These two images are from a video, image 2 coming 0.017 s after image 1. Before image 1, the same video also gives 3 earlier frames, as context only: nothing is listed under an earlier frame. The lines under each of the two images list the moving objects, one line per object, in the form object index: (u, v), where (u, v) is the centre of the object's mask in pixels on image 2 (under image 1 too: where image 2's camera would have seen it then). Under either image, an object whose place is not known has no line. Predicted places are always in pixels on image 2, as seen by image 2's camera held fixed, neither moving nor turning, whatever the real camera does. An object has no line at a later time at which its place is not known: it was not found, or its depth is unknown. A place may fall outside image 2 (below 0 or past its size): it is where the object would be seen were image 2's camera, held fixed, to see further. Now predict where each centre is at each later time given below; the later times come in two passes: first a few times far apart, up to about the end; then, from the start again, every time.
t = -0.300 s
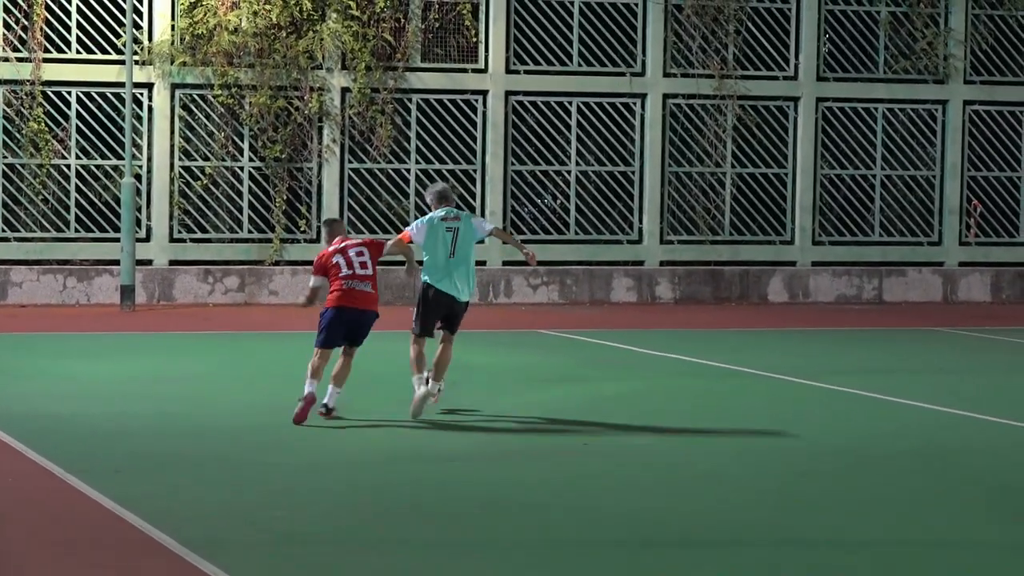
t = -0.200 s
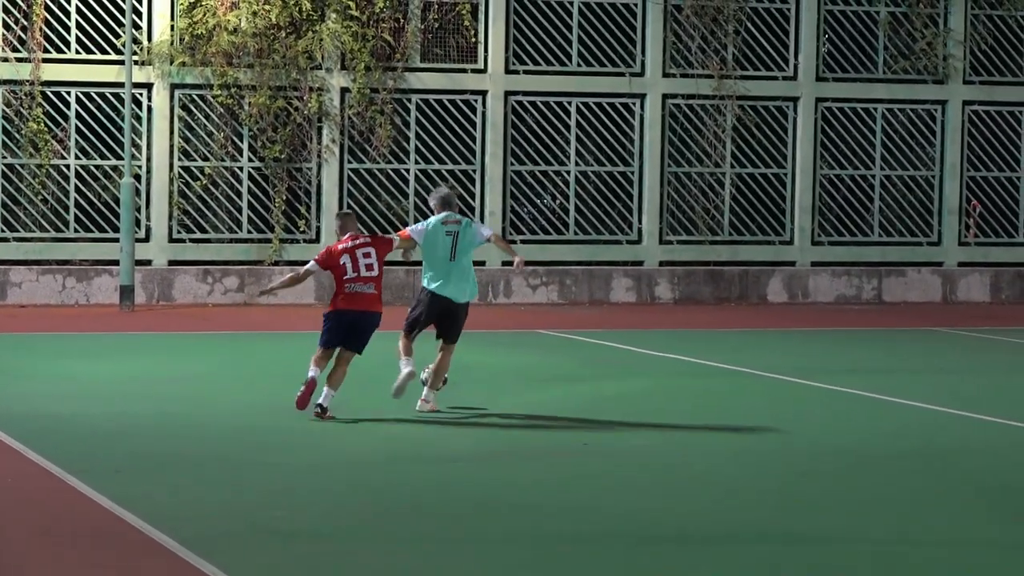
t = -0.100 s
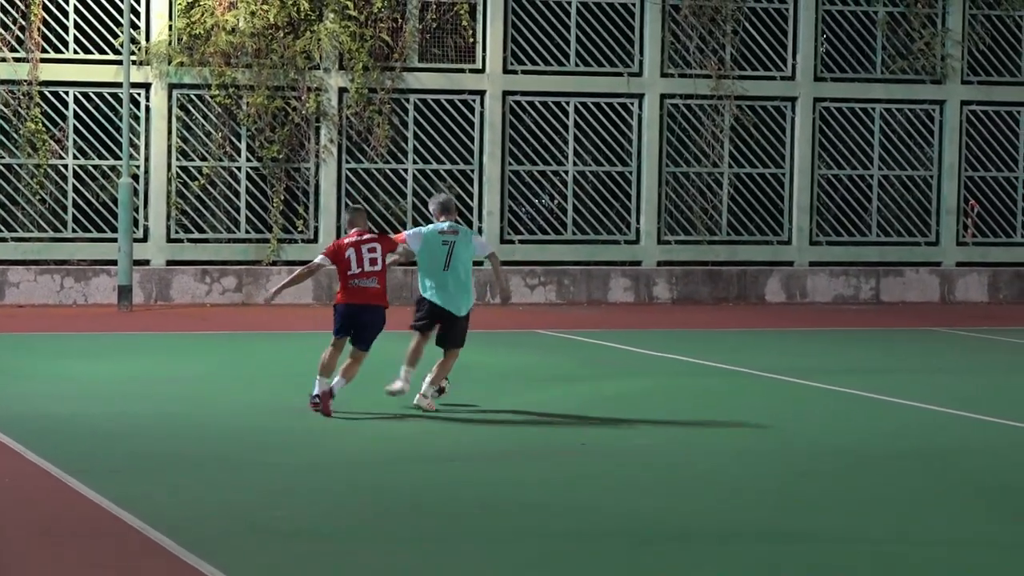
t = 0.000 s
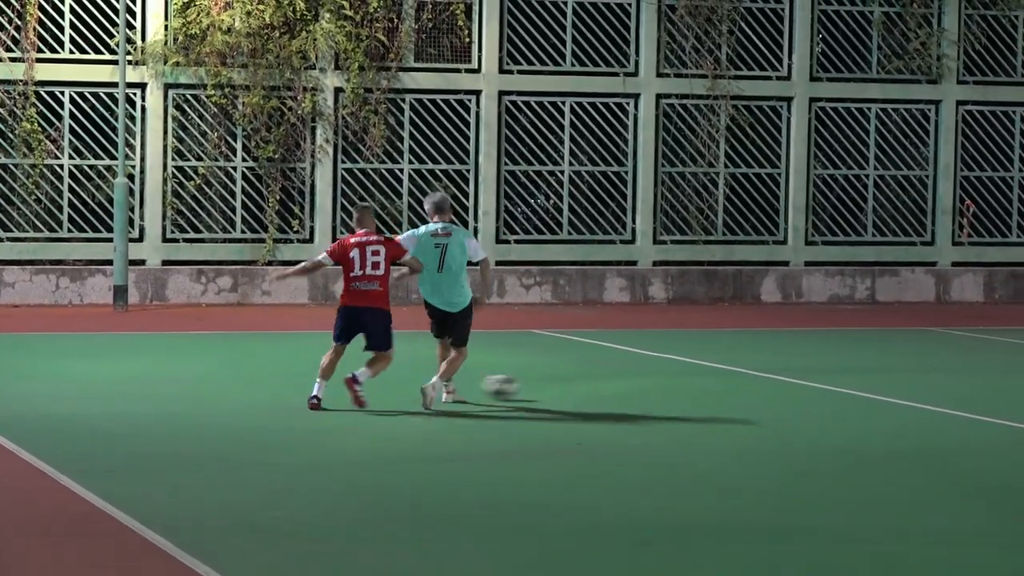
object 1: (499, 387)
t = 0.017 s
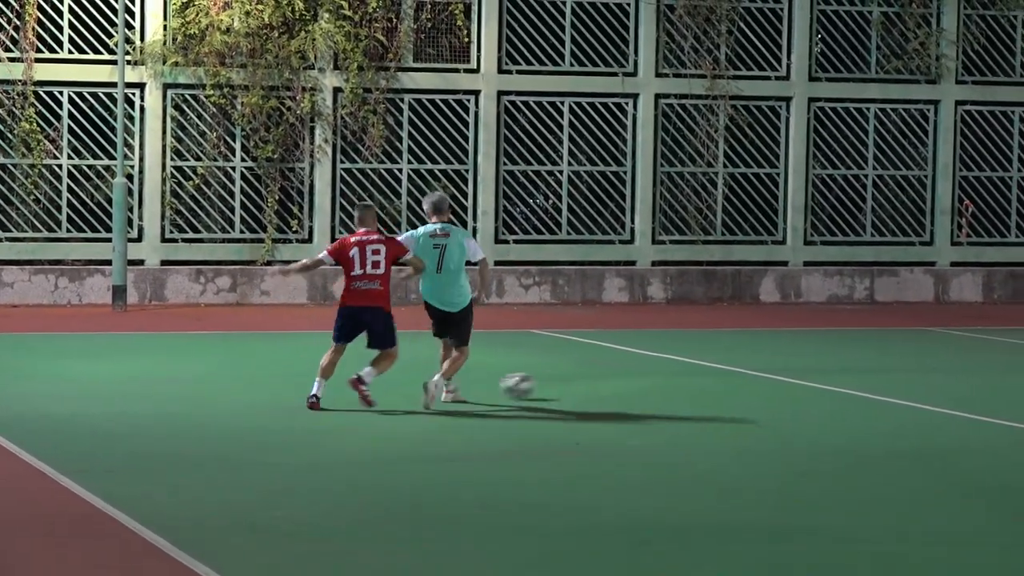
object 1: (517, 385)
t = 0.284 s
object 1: (767, 375)
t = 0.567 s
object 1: (954, 372)
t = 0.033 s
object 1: (535, 384)
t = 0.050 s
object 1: (553, 382)
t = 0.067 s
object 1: (569, 382)
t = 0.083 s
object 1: (586, 382)
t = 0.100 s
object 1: (605, 383)
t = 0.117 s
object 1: (621, 382)
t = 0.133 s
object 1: (637, 380)
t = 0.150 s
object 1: (654, 381)
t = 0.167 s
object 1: (668, 379)
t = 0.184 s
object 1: (683, 379)
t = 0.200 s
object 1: (699, 377)
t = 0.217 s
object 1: (715, 377)
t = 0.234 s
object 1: (727, 378)
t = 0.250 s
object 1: (741, 377)
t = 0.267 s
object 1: (755, 376)
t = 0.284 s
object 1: (767, 375)
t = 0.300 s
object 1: (779, 374)
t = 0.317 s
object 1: (793, 373)
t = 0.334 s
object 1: (805, 373)
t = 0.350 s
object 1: (816, 374)
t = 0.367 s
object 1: (829, 374)
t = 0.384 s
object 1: (842, 375)
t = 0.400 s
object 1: (852, 374)
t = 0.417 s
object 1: (863, 372)
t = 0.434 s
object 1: (873, 371)
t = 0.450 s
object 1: (883, 369)
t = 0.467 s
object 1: (893, 368)
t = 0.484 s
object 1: (904, 368)
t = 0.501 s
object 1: (914, 368)
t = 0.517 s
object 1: (925, 368)
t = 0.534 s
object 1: (934, 369)
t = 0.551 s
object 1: (944, 371)
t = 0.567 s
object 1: (954, 372)
